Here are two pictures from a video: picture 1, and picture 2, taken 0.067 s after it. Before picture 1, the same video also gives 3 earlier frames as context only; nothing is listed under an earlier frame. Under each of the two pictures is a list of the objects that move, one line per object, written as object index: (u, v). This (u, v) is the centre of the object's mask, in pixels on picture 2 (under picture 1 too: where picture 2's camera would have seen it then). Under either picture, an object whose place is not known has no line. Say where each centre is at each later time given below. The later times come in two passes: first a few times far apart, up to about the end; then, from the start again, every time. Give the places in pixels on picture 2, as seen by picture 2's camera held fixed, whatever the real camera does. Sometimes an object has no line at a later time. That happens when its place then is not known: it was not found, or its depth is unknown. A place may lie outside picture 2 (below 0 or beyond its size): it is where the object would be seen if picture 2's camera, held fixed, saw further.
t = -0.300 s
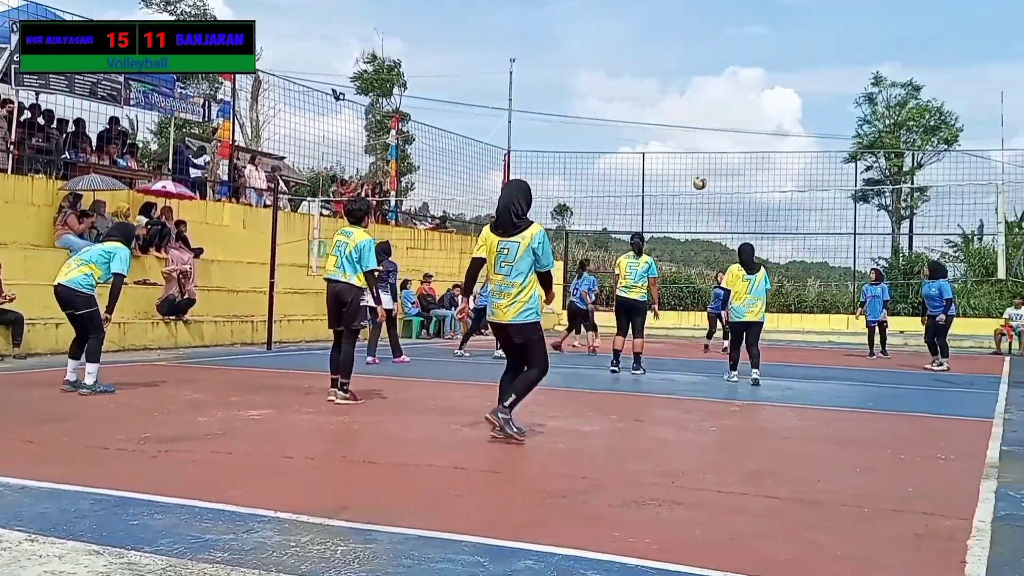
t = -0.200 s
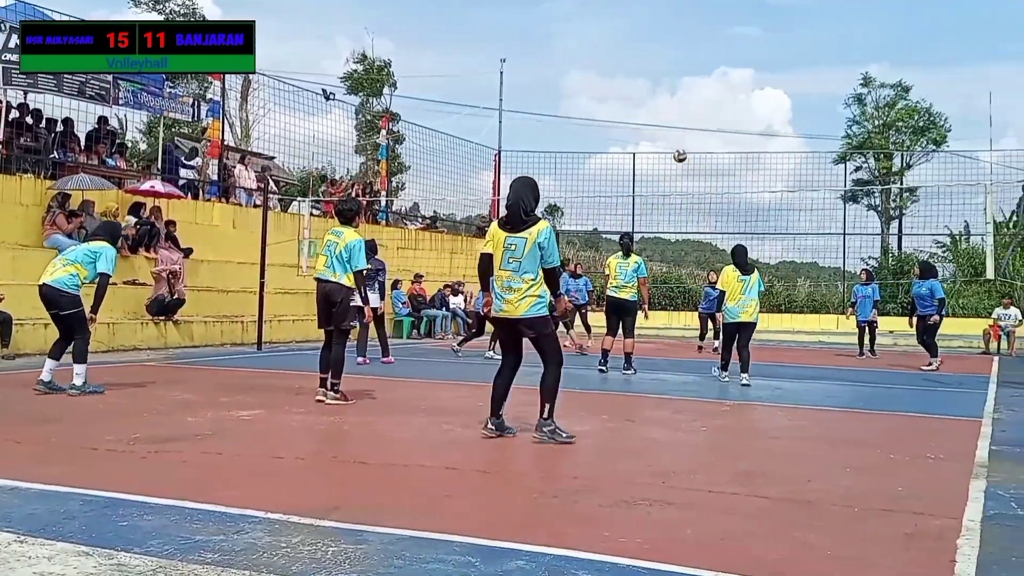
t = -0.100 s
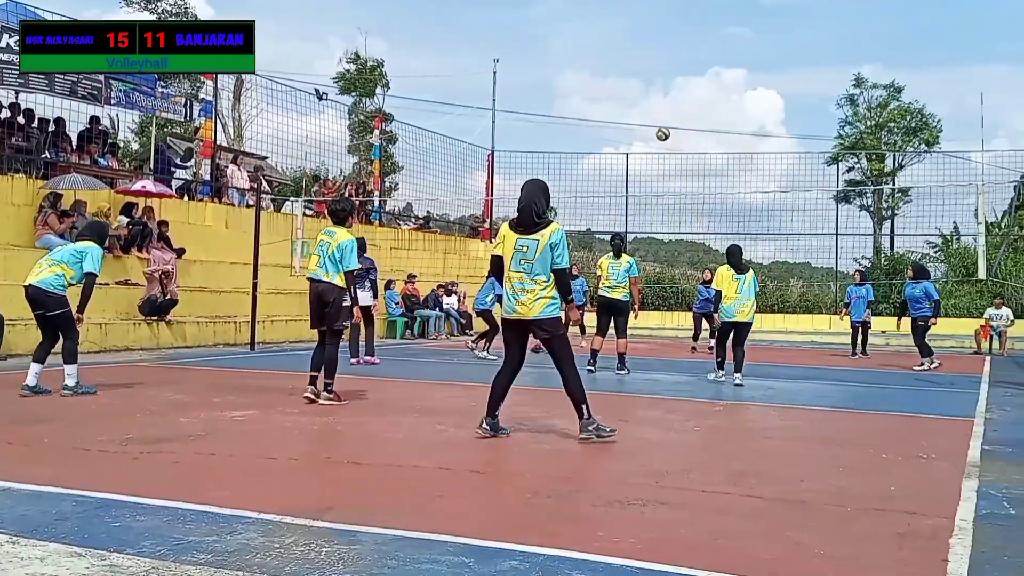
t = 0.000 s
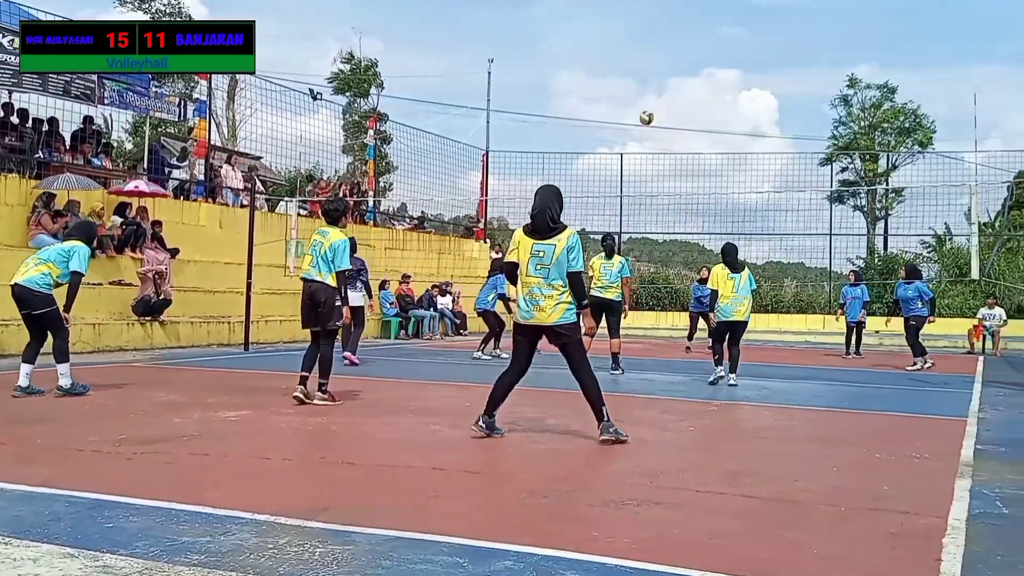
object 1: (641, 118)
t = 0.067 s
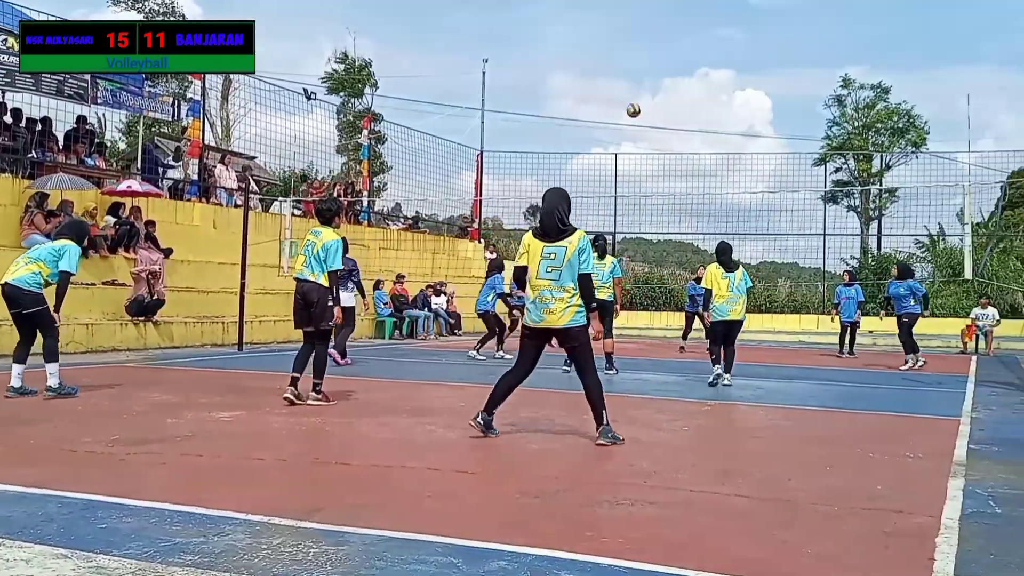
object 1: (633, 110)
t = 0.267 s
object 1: (610, 104)
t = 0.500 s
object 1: (581, 130)
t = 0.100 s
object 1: (630, 108)
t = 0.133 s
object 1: (626, 106)
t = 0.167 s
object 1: (622, 104)
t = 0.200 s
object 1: (618, 103)
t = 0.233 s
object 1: (614, 103)
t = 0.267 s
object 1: (610, 104)
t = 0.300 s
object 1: (606, 105)
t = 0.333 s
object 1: (602, 108)
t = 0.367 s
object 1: (598, 111)
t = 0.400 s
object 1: (594, 115)
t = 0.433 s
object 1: (590, 119)
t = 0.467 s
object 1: (586, 124)
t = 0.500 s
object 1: (581, 130)
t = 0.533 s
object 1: (577, 137)
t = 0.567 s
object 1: (573, 145)
